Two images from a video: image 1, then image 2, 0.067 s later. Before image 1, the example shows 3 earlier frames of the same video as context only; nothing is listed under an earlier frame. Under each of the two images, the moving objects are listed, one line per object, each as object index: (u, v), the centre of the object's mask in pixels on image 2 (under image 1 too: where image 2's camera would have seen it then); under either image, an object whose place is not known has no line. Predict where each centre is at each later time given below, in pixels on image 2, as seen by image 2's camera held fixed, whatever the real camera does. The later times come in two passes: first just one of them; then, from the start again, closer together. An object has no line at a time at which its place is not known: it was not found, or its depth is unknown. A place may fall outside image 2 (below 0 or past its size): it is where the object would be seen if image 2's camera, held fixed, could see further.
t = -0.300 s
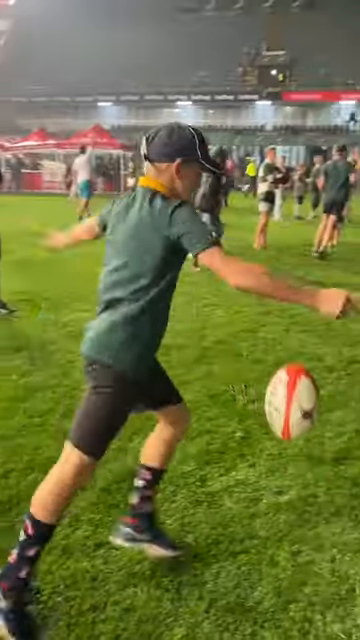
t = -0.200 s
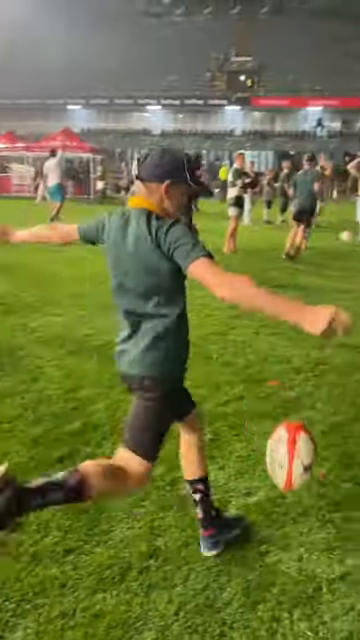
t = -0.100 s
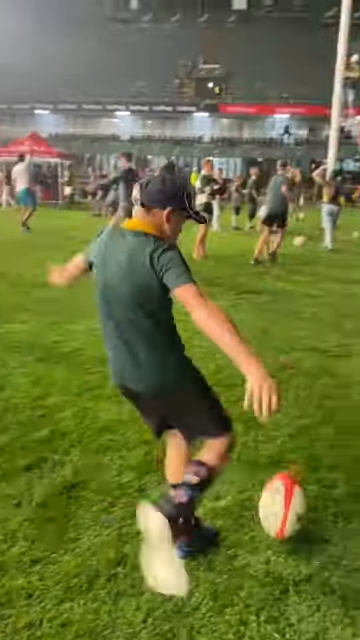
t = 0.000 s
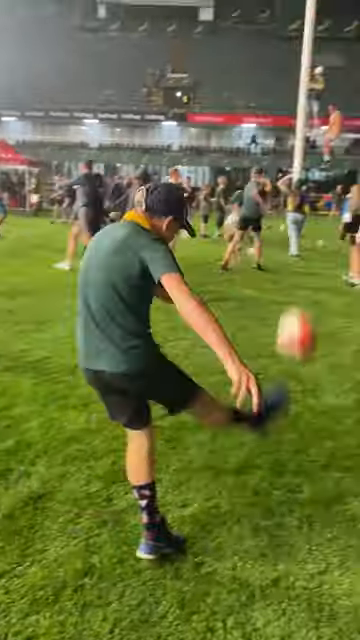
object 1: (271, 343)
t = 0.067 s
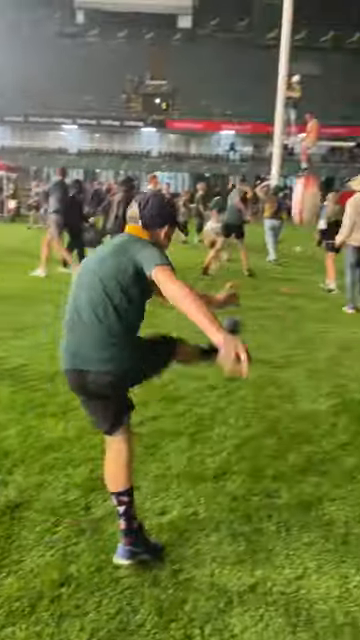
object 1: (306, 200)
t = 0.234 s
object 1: (347, 23)
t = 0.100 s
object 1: (315, 148)
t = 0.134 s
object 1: (327, 106)
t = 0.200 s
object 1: (341, 47)
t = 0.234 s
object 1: (347, 23)
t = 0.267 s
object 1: (352, 4)
